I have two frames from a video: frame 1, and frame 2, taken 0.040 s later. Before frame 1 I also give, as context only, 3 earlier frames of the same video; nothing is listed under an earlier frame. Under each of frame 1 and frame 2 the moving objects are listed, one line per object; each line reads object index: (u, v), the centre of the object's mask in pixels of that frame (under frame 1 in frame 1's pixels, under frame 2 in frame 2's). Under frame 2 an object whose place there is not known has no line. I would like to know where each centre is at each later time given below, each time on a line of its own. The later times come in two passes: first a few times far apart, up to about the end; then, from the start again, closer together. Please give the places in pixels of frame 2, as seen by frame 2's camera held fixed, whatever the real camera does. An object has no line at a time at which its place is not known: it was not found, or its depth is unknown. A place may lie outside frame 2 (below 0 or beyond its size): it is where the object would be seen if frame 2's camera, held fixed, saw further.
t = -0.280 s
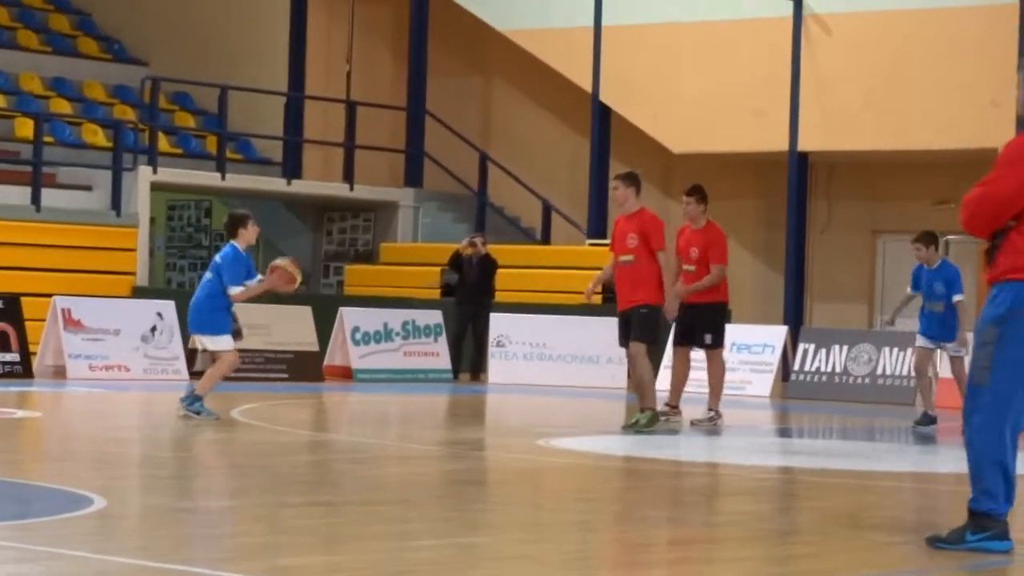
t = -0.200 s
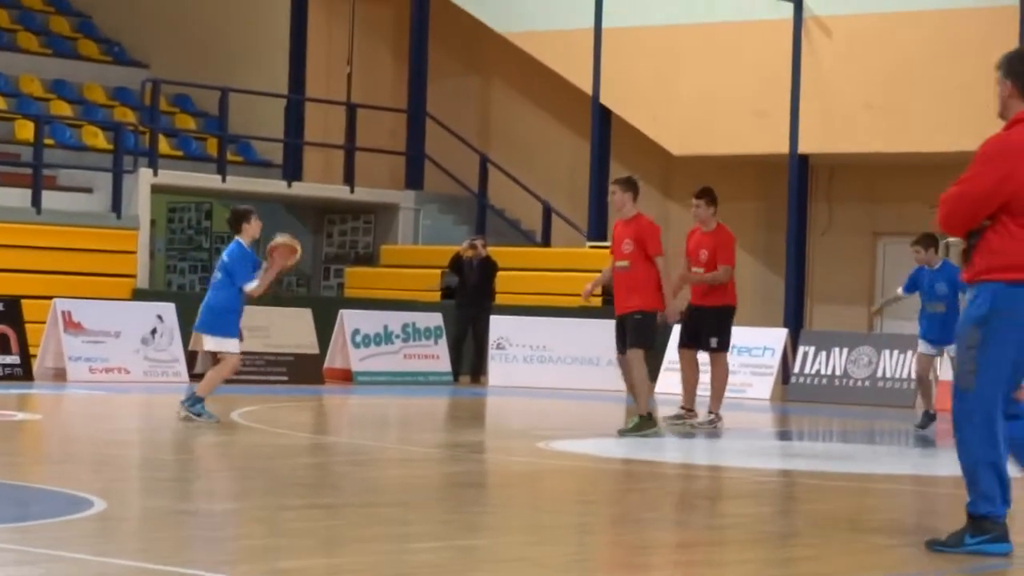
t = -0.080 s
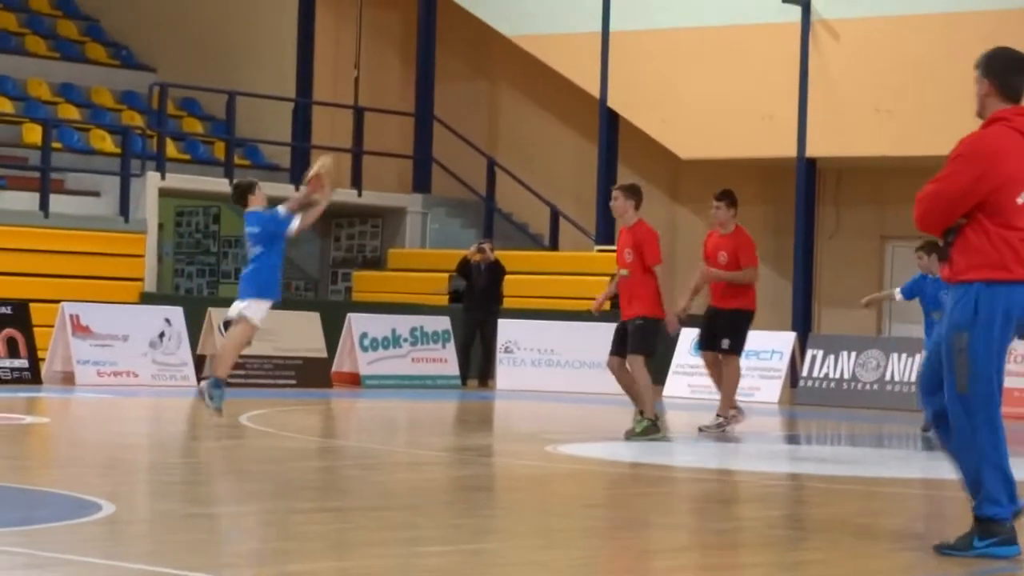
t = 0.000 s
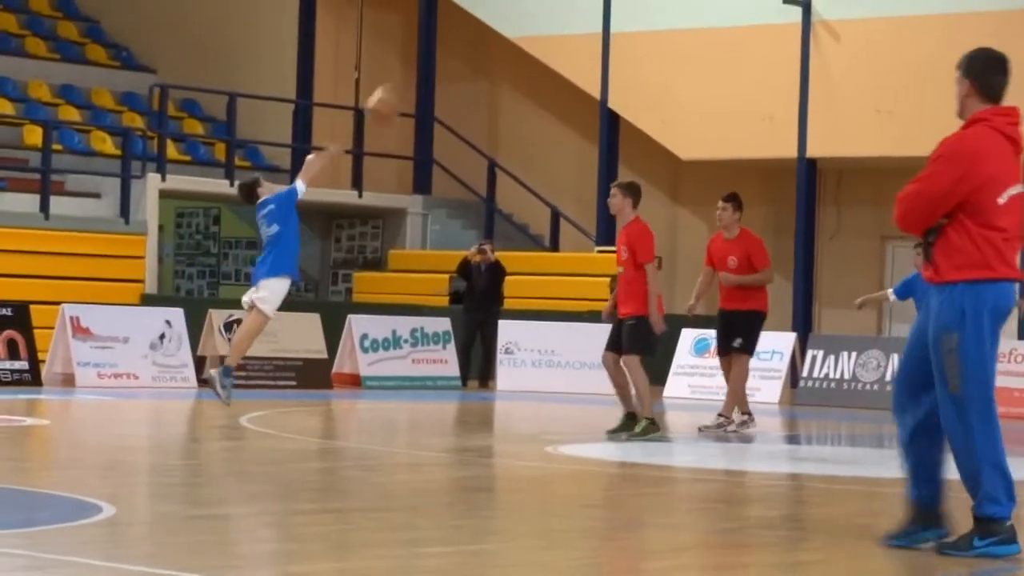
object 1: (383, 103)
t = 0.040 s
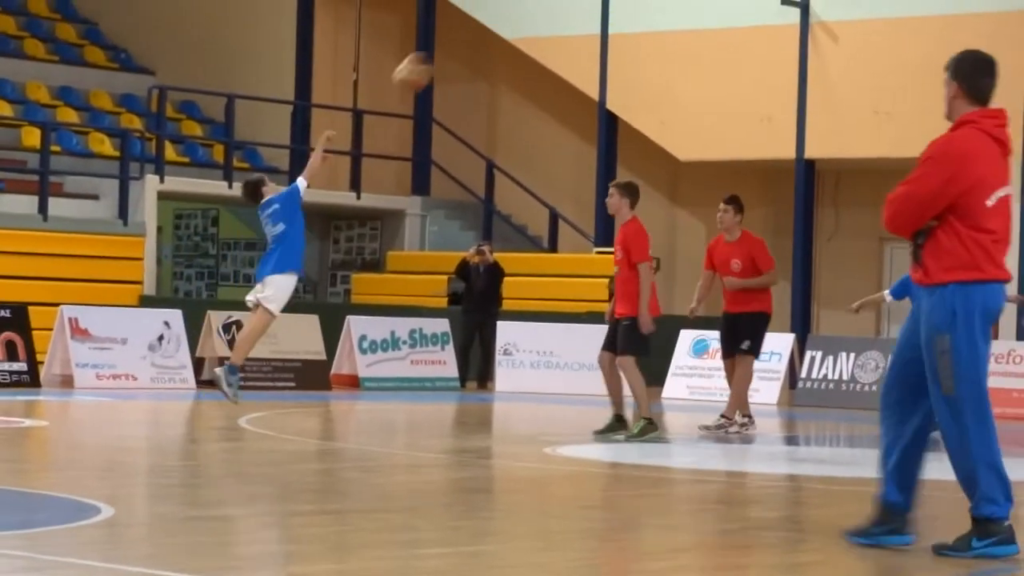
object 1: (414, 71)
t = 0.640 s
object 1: (834, -142)
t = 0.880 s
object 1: (984, -94)
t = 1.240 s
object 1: (1157, 112)
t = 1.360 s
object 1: (1164, 192)
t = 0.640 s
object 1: (834, -142)
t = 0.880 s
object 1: (984, -94)
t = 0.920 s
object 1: (1008, -78)
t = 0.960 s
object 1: (1032, -59)
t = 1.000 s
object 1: (1055, -38)
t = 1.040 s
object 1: (1079, -15)
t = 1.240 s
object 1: (1157, 112)
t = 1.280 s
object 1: (1162, 134)
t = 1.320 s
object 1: (1163, 162)
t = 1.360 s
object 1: (1164, 192)
